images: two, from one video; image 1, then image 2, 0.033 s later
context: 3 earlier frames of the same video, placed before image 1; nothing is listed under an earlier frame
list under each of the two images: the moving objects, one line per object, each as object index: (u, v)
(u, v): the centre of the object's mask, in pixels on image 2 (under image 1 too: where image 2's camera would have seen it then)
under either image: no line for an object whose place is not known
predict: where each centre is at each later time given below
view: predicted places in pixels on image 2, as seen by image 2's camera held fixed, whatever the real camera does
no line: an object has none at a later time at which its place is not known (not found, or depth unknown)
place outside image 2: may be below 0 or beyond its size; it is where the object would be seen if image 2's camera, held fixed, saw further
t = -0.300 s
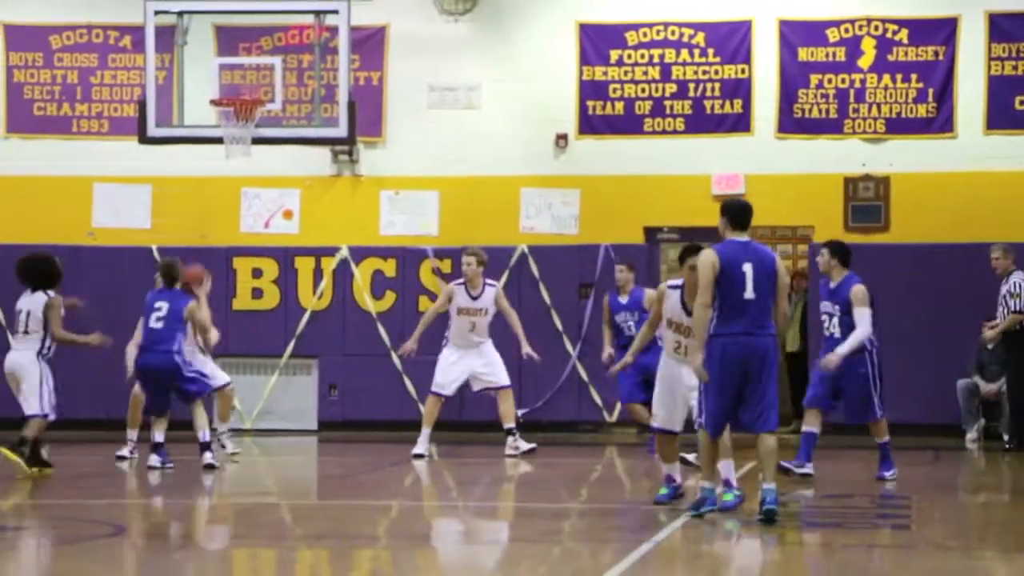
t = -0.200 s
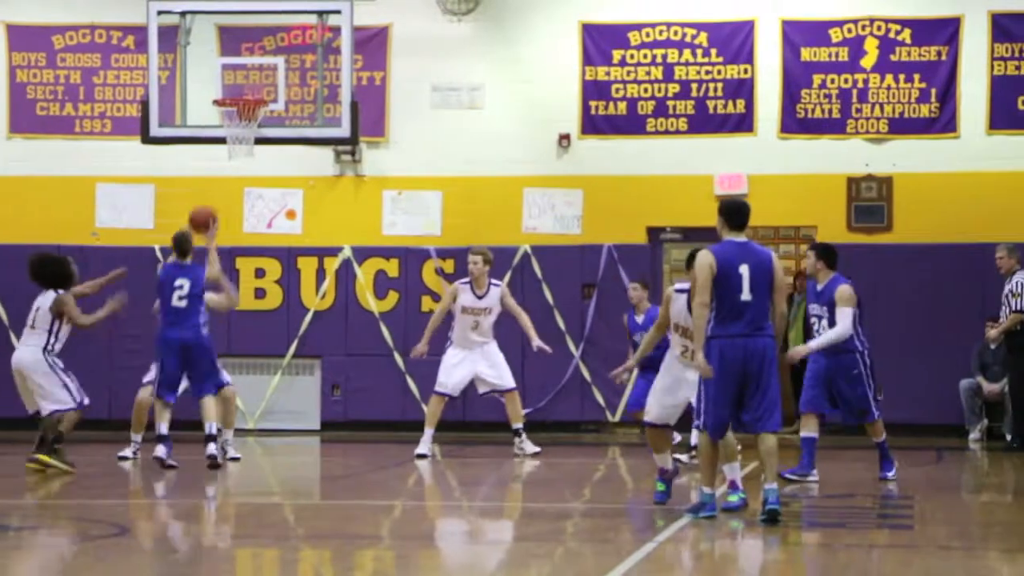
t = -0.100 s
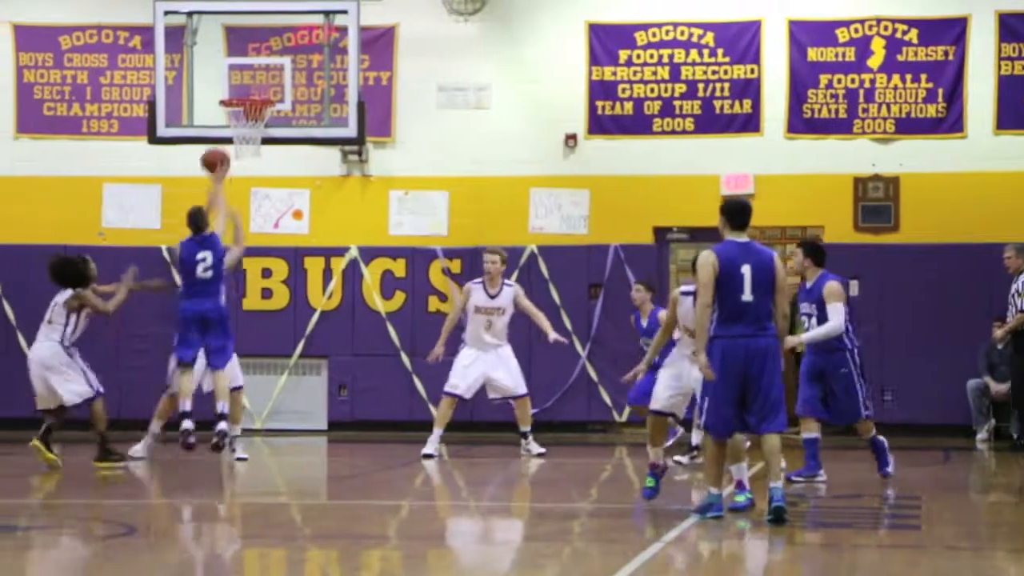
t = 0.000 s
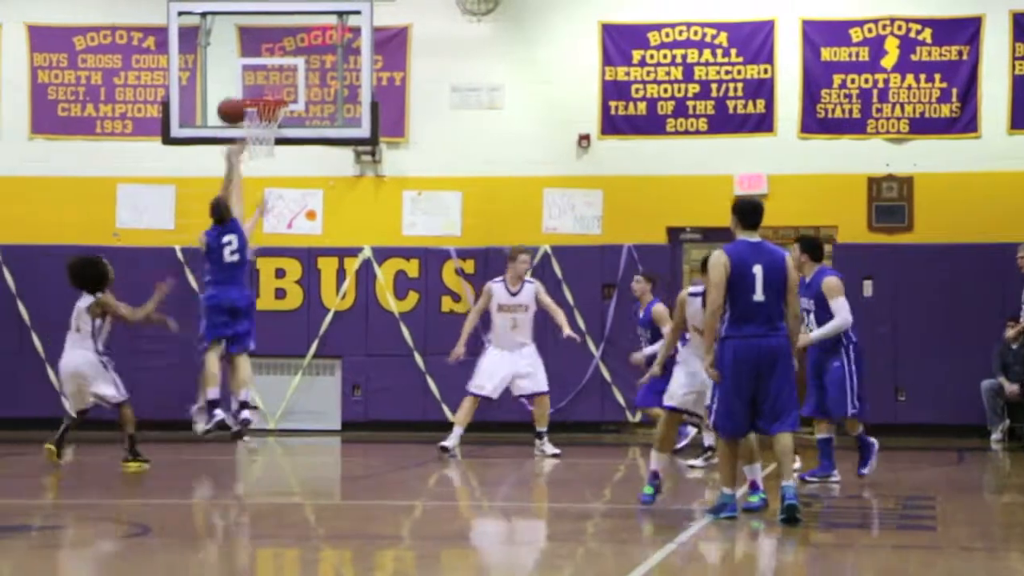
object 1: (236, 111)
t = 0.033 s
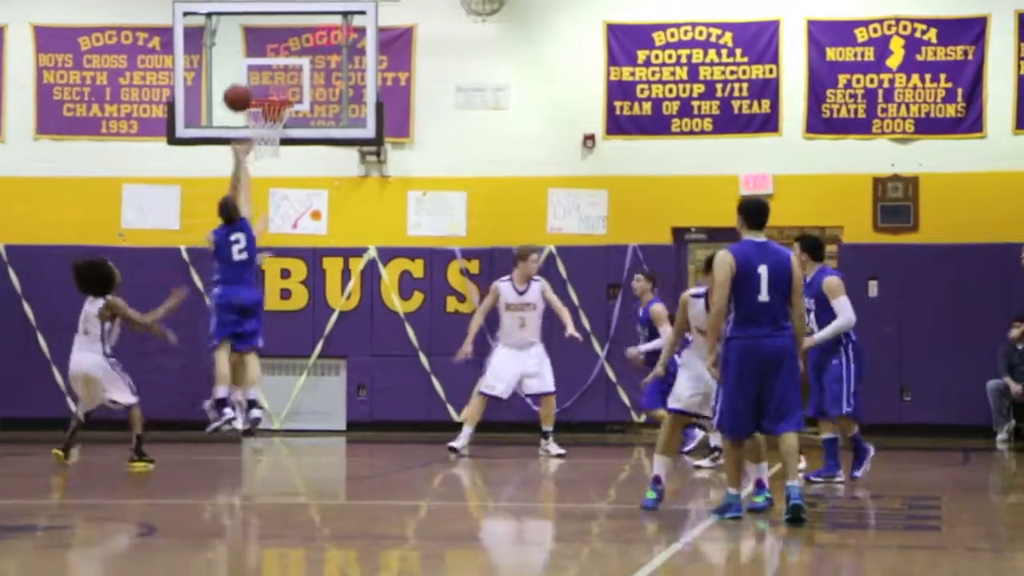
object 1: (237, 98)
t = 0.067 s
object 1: (238, 85)
